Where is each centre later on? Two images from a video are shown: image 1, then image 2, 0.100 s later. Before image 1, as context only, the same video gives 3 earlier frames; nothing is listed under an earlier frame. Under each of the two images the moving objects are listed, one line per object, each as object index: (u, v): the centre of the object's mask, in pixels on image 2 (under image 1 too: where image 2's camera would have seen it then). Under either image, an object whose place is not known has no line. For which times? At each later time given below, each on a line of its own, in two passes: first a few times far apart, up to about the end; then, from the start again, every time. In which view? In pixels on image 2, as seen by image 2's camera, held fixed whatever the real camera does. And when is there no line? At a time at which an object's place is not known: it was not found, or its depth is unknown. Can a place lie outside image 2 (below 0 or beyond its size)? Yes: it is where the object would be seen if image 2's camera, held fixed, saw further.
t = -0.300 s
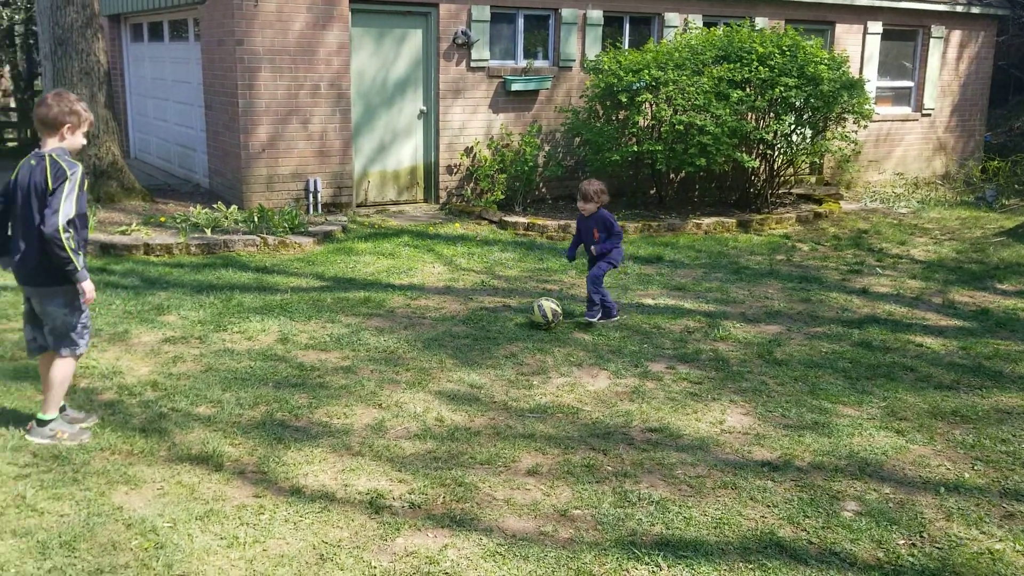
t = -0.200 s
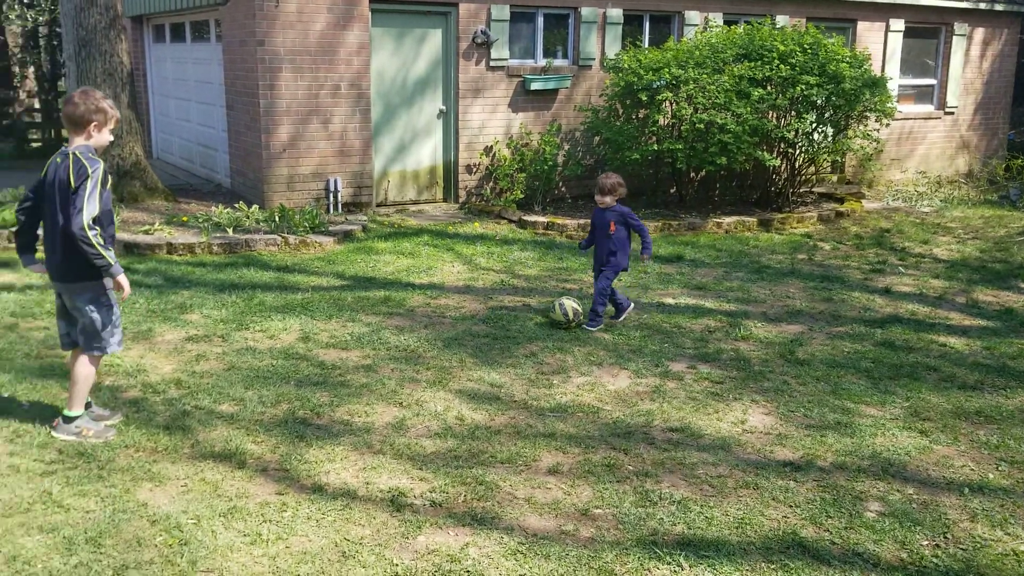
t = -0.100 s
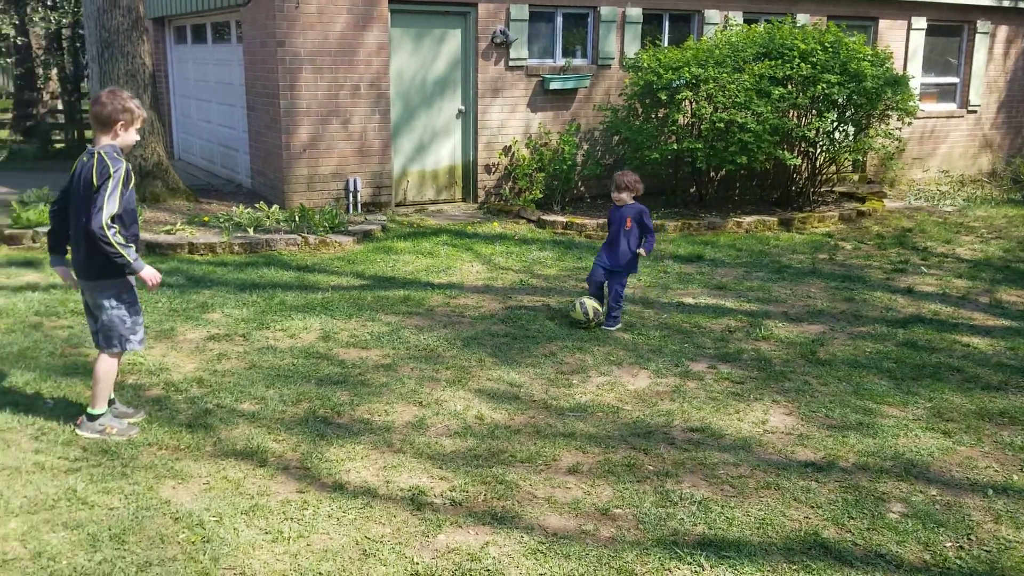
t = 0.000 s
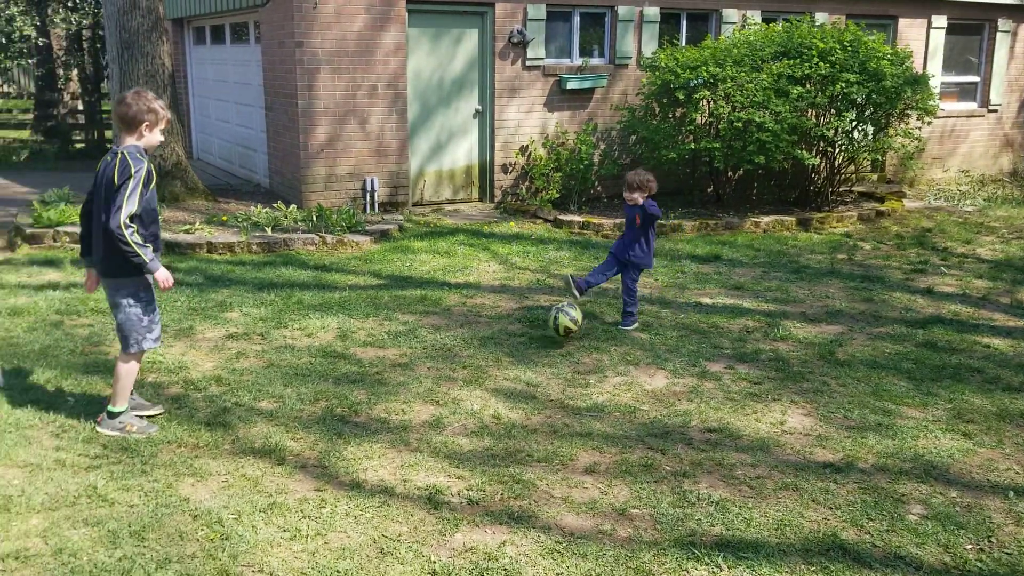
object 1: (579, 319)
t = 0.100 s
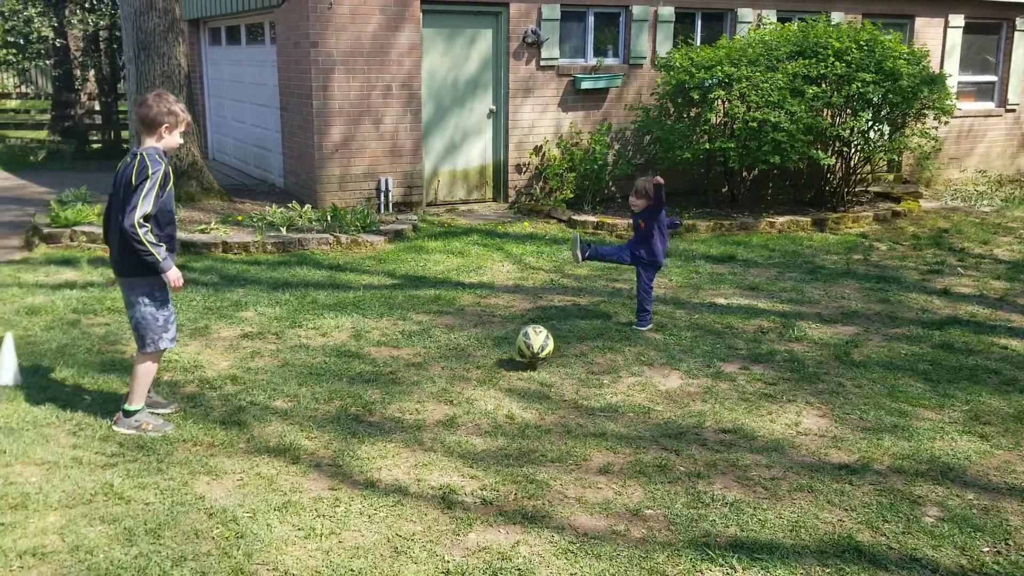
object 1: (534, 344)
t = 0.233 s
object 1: (489, 354)
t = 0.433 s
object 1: (430, 384)
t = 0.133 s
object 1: (518, 357)
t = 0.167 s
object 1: (505, 361)
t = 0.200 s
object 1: (497, 356)
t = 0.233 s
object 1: (489, 354)
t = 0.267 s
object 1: (479, 352)
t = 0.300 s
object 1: (471, 354)
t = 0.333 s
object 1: (461, 357)
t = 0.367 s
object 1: (451, 363)
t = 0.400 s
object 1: (441, 372)
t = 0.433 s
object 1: (430, 384)
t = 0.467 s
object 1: (419, 397)
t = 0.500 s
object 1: (408, 408)
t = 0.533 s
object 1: (399, 406)
